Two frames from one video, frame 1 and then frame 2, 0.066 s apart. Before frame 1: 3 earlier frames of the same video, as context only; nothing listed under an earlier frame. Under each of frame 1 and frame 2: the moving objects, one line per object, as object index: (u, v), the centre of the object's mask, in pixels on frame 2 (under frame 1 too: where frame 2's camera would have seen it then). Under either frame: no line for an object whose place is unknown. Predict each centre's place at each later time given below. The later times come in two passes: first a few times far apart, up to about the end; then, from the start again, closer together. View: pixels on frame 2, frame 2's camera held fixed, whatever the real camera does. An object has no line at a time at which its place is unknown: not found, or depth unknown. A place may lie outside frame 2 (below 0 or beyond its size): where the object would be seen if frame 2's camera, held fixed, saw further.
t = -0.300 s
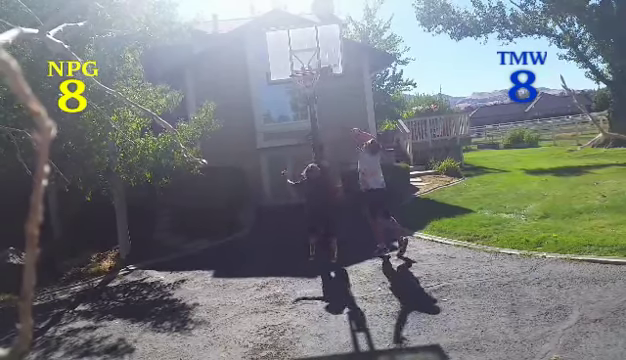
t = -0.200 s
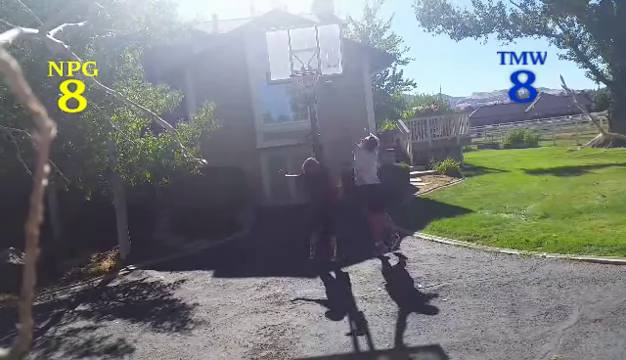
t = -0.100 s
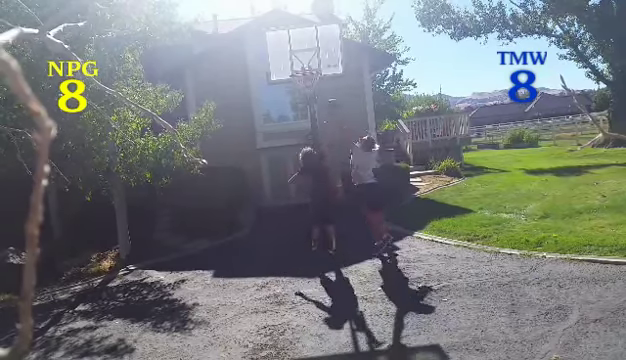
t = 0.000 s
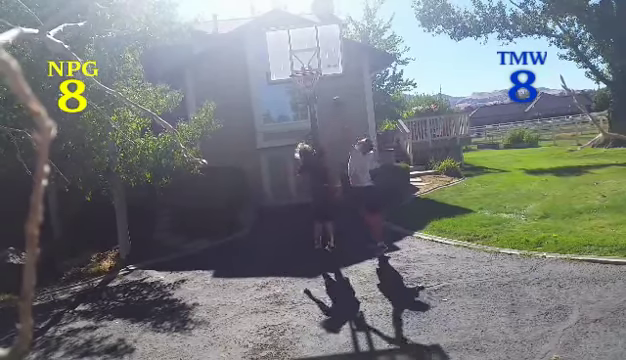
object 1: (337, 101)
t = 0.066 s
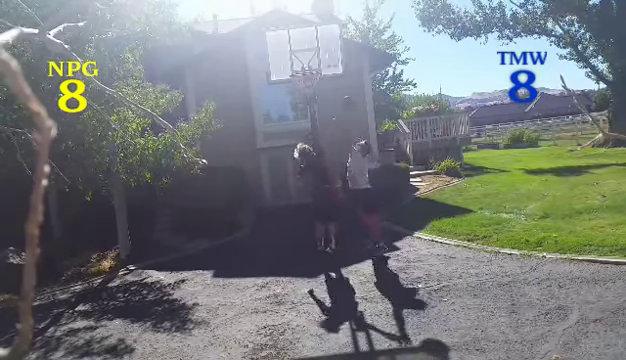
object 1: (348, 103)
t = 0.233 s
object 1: (375, 113)
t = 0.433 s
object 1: (409, 147)
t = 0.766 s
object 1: (466, 223)
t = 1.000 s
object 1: (495, 176)
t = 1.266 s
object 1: (529, 164)
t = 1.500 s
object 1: (563, 191)
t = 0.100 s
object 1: (353, 102)
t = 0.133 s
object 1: (360, 102)
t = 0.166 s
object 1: (366, 106)
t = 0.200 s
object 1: (370, 109)
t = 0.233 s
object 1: (375, 113)
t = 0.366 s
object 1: (399, 132)
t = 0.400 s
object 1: (405, 141)
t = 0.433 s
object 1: (409, 147)
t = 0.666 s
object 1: (453, 225)
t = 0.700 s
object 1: (459, 240)
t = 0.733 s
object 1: (463, 233)
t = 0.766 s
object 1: (466, 223)
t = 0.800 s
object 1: (471, 214)
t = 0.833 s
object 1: (475, 206)
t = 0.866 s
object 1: (479, 199)
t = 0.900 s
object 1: (483, 192)
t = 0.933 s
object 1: (486, 187)
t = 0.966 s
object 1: (490, 181)
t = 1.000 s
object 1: (495, 176)
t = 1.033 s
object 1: (499, 172)
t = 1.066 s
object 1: (503, 169)
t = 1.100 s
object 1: (507, 167)
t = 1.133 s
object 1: (512, 165)
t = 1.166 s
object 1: (515, 164)
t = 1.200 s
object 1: (519, 164)
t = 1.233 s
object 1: (524, 164)
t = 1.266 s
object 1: (529, 164)
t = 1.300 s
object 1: (534, 166)
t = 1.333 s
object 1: (539, 168)
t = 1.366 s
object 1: (544, 171)
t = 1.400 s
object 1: (549, 175)
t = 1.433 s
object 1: (553, 180)
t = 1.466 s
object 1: (558, 184)
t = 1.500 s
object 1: (563, 191)
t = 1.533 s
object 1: (568, 197)
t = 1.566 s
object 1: (572, 205)
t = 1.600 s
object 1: (577, 212)
